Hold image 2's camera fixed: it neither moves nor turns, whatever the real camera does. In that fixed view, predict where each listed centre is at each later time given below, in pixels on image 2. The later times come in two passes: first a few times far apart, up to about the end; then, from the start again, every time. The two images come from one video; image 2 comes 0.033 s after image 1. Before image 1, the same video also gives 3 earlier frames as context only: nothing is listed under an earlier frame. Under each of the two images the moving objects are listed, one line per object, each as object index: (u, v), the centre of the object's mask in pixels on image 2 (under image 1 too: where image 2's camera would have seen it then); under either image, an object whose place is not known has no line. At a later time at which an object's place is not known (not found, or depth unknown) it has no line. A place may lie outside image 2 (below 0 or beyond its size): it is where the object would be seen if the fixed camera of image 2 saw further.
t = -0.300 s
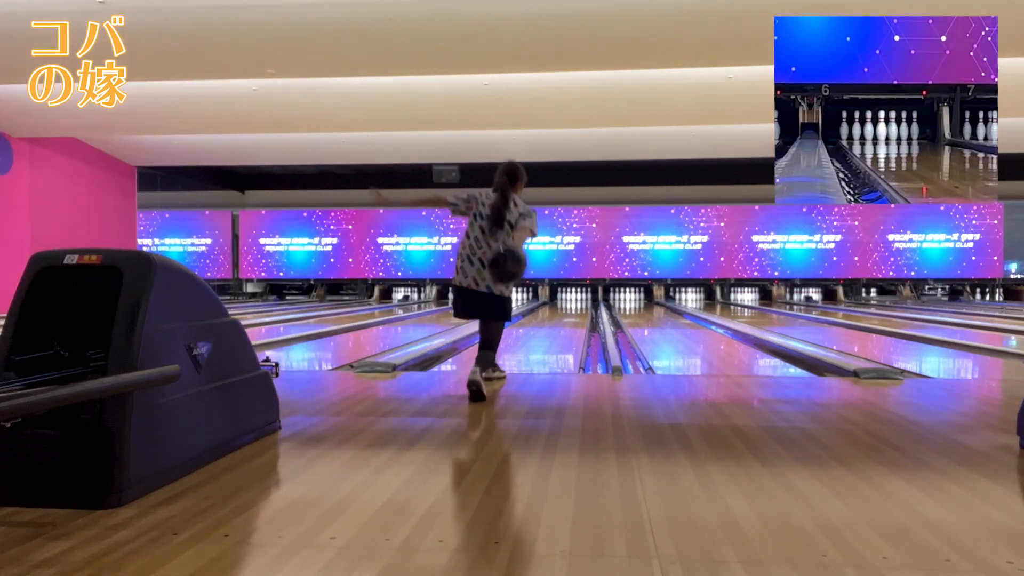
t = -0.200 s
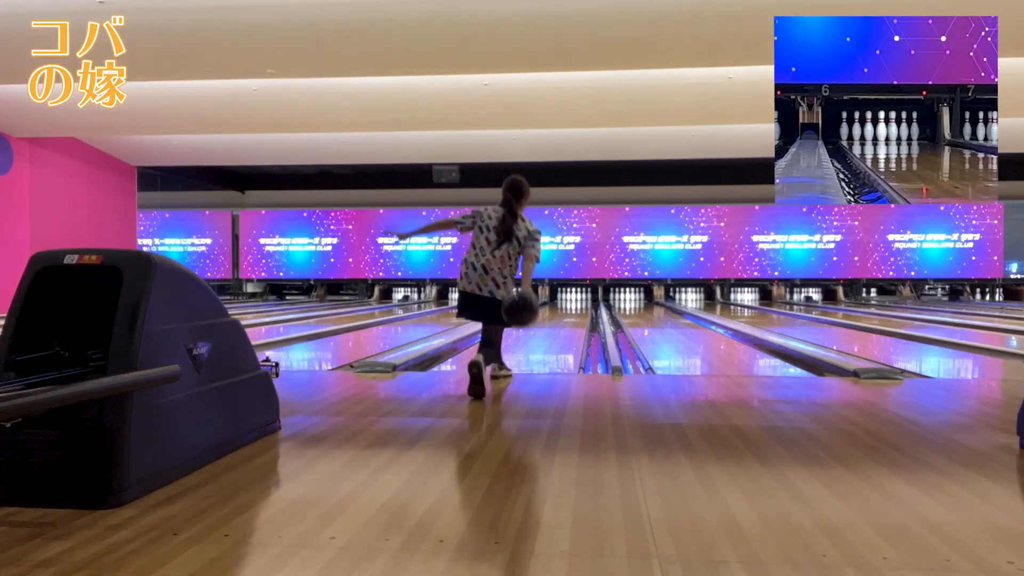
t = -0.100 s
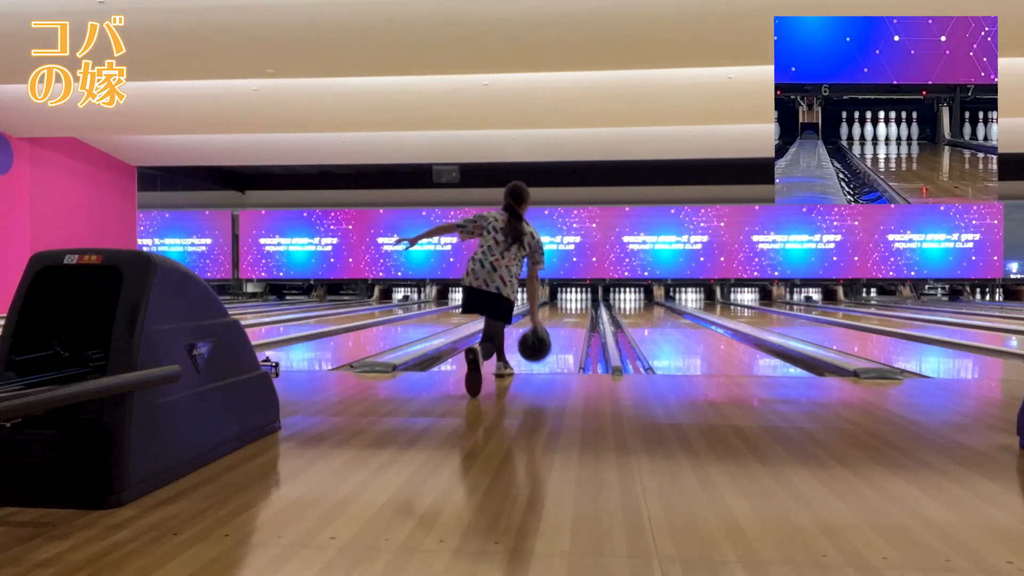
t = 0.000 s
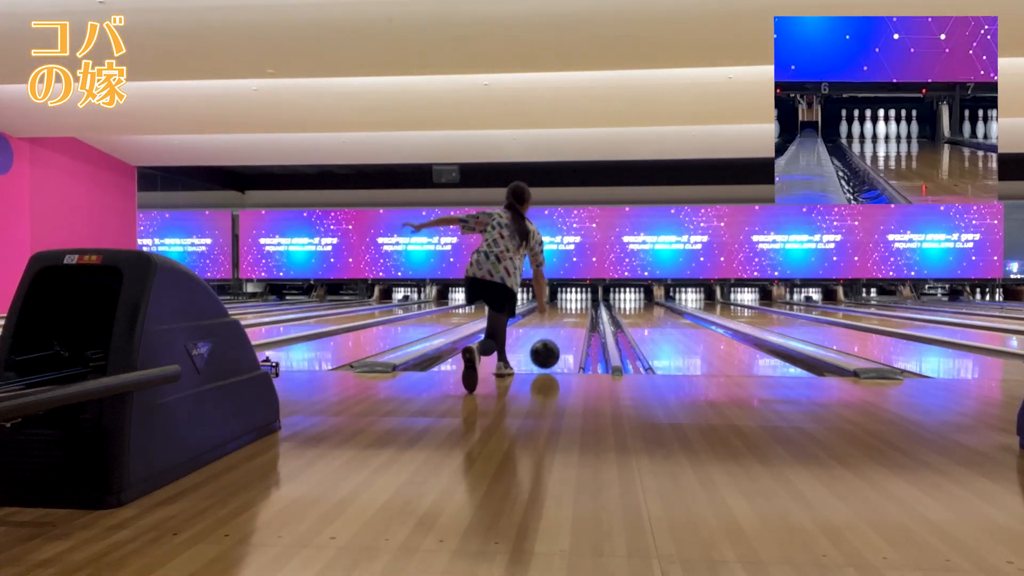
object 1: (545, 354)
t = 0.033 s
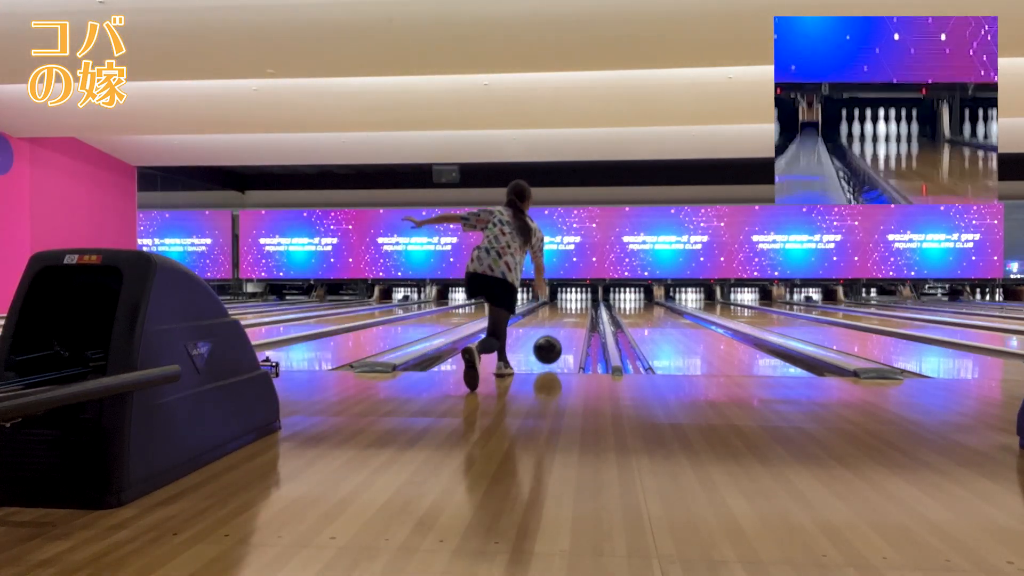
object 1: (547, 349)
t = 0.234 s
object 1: (560, 340)
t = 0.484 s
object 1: (570, 329)
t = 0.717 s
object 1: (576, 323)
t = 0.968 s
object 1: (580, 317)
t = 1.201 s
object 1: (583, 313)
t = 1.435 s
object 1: (584, 310)
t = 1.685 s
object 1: (584, 307)
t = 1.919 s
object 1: (583, 305)
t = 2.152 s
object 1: (581, 304)
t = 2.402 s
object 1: (580, 302)
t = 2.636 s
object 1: (579, 301)
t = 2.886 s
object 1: (578, 300)
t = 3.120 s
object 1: (576, 299)
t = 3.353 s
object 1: (574, 298)
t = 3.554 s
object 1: (574, 297)
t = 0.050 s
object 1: (549, 348)
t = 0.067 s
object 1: (550, 347)
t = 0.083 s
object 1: (551, 346)
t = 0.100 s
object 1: (552, 346)
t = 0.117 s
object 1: (553, 346)
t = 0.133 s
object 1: (554, 346)
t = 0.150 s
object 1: (555, 345)
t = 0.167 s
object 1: (556, 344)
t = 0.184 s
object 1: (557, 343)
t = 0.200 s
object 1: (558, 342)
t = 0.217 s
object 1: (559, 341)
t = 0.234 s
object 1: (560, 340)
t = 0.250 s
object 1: (561, 339)
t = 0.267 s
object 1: (561, 338)
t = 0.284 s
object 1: (562, 337)
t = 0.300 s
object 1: (563, 336)
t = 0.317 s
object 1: (564, 336)
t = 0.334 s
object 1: (565, 335)
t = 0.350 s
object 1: (565, 335)
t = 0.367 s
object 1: (566, 334)
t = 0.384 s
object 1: (567, 333)
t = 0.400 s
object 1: (567, 333)
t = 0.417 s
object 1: (568, 332)
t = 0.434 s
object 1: (568, 331)
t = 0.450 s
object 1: (569, 330)
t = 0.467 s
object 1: (570, 329)
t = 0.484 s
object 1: (570, 329)
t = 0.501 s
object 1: (571, 328)
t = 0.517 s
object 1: (571, 328)
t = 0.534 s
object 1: (572, 327)
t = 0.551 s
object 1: (572, 327)
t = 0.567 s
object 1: (573, 326)
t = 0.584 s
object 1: (573, 326)
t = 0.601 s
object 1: (574, 325)
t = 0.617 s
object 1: (574, 325)
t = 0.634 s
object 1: (574, 324)
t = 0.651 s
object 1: (575, 324)
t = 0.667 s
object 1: (575, 323)
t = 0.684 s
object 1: (575, 323)
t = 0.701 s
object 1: (576, 323)
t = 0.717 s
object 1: (576, 323)
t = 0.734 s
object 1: (576, 322)
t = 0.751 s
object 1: (577, 322)
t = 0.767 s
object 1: (577, 321)
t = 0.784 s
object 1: (577, 321)
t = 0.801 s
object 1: (578, 321)
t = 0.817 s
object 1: (578, 320)
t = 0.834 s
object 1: (578, 320)
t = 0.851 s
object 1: (578, 319)
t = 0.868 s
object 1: (579, 319)
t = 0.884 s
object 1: (579, 318)
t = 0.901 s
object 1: (579, 318)
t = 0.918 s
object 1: (580, 318)
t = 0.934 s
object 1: (580, 317)
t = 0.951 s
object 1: (580, 318)
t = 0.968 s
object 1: (580, 317)
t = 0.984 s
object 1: (581, 317)
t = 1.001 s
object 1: (581, 317)
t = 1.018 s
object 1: (581, 316)
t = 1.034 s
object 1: (581, 316)
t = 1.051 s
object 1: (581, 316)
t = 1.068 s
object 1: (581, 316)
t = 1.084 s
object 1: (582, 315)
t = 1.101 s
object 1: (582, 315)
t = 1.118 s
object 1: (582, 315)
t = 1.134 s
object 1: (582, 314)
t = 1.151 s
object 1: (582, 314)
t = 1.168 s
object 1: (582, 313)
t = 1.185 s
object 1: (582, 313)
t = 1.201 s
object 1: (583, 313)
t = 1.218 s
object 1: (583, 313)
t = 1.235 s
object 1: (583, 312)
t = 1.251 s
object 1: (583, 312)
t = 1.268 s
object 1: (583, 312)
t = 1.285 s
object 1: (583, 312)
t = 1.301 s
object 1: (583, 311)
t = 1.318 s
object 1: (583, 311)
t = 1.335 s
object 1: (583, 311)
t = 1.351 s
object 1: (583, 311)
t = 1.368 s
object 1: (583, 311)
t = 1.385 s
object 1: (583, 311)
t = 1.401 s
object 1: (583, 310)
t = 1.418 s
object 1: (584, 310)
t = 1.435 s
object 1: (584, 310)
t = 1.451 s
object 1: (584, 310)
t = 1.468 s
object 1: (584, 309)
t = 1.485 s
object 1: (584, 310)
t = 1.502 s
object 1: (584, 309)
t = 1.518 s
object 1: (584, 309)
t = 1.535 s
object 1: (584, 309)
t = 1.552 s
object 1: (584, 308)
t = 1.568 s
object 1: (584, 308)
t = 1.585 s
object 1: (584, 308)
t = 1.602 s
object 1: (584, 308)
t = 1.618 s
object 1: (584, 308)
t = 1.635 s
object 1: (584, 308)
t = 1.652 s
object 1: (584, 308)
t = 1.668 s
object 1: (584, 307)
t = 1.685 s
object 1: (584, 307)
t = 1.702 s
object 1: (584, 307)
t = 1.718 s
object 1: (584, 307)
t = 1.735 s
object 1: (584, 307)
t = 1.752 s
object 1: (584, 306)
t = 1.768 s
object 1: (584, 306)
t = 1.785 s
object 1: (584, 306)
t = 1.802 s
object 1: (584, 306)
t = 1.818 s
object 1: (584, 306)
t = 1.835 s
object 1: (584, 306)
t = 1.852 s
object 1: (584, 306)
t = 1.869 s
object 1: (583, 306)
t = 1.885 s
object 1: (583, 305)
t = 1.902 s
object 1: (583, 305)
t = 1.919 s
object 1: (583, 305)
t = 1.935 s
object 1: (583, 305)
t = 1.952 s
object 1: (583, 305)
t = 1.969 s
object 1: (582, 305)
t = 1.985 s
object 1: (582, 305)
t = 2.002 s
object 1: (583, 305)
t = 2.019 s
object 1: (583, 305)
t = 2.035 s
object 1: (583, 305)
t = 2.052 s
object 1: (582, 304)
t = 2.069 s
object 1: (582, 304)
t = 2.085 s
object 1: (582, 304)
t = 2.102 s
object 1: (582, 304)
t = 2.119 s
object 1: (581, 304)
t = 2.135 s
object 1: (582, 304)
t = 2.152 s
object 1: (581, 304)
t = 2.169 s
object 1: (581, 304)
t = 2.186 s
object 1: (582, 304)
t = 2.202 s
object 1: (581, 304)
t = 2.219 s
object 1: (581, 303)
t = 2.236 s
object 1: (581, 303)
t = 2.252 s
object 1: (580, 303)
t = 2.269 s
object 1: (581, 303)
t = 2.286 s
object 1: (580, 303)
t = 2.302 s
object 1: (580, 303)
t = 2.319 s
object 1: (580, 303)
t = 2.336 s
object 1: (580, 303)
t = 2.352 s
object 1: (580, 303)
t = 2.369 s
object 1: (580, 302)
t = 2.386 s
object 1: (580, 302)
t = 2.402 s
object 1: (580, 302)
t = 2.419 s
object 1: (580, 302)
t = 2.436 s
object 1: (579, 302)
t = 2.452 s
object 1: (579, 302)
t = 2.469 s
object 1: (579, 302)
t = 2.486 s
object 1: (579, 302)
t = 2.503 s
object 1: (579, 302)
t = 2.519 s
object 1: (579, 301)
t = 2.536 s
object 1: (579, 301)
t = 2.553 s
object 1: (579, 301)
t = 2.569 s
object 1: (579, 301)
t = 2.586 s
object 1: (579, 301)
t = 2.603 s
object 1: (579, 301)
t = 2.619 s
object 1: (578, 301)
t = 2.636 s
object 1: (579, 301)
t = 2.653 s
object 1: (578, 301)
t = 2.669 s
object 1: (579, 301)
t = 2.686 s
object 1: (579, 301)
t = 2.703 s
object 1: (578, 300)
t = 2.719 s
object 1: (578, 300)
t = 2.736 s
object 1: (579, 300)
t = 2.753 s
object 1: (578, 300)
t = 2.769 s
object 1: (578, 300)
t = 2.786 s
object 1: (578, 300)
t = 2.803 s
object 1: (578, 300)
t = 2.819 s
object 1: (578, 300)
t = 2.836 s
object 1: (578, 300)
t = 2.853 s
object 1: (578, 300)
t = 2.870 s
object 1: (578, 300)
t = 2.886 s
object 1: (578, 300)
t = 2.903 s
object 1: (578, 299)
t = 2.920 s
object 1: (578, 300)
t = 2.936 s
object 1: (577, 299)
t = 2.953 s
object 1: (577, 300)
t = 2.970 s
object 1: (577, 299)
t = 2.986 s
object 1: (577, 299)
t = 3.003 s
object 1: (577, 299)
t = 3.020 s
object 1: (577, 299)
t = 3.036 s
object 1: (577, 300)
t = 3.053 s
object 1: (577, 300)
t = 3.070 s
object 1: (577, 299)
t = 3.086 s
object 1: (576, 299)
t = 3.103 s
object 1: (576, 299)
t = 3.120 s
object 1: (576, 299)
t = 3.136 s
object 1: (576, 299)
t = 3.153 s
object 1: (576, 299)
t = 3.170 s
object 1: (576, 299)
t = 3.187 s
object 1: (575, 299)
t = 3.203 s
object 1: (575, 299)
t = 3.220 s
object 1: (575, 298)
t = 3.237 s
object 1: (575, 298)
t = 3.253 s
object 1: (575, 298)
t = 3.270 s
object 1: (575, 298)
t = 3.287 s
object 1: (575, 298)
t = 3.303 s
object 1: (575, 298)
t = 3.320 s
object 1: (575, 298)
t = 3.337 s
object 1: (575, 298)
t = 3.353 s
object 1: (574, 298)
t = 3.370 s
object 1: (574, 298)
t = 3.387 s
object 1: (574, 298)
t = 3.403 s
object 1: (574, 298)
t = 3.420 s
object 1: (574, 298)
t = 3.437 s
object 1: (575, 297)
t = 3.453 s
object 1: (575, 297)
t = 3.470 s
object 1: (575, 298)
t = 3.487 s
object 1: (575, 298)
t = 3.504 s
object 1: (576, 297)
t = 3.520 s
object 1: (575, 297)
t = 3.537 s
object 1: (575, 297)
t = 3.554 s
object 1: (574, 297)
